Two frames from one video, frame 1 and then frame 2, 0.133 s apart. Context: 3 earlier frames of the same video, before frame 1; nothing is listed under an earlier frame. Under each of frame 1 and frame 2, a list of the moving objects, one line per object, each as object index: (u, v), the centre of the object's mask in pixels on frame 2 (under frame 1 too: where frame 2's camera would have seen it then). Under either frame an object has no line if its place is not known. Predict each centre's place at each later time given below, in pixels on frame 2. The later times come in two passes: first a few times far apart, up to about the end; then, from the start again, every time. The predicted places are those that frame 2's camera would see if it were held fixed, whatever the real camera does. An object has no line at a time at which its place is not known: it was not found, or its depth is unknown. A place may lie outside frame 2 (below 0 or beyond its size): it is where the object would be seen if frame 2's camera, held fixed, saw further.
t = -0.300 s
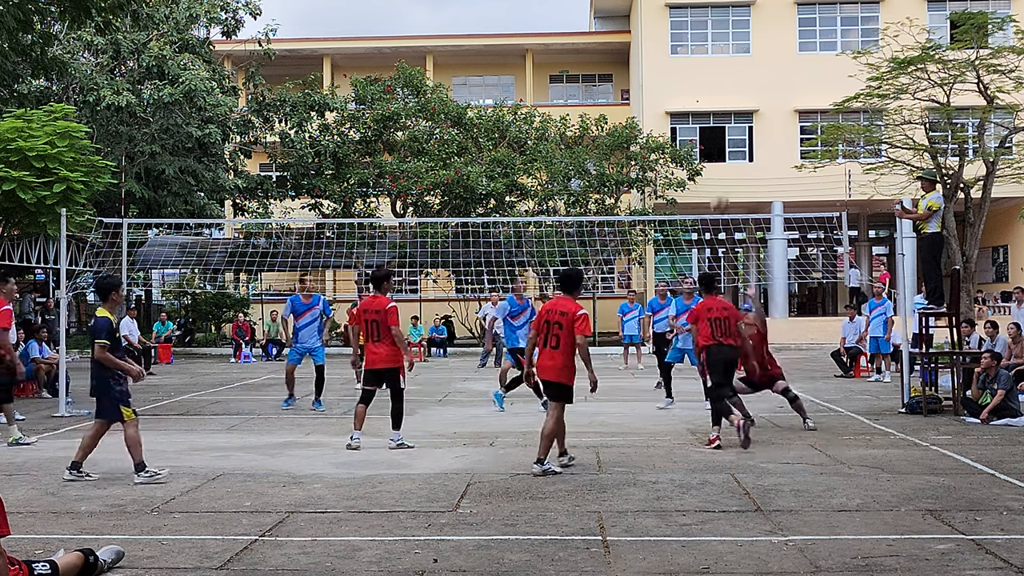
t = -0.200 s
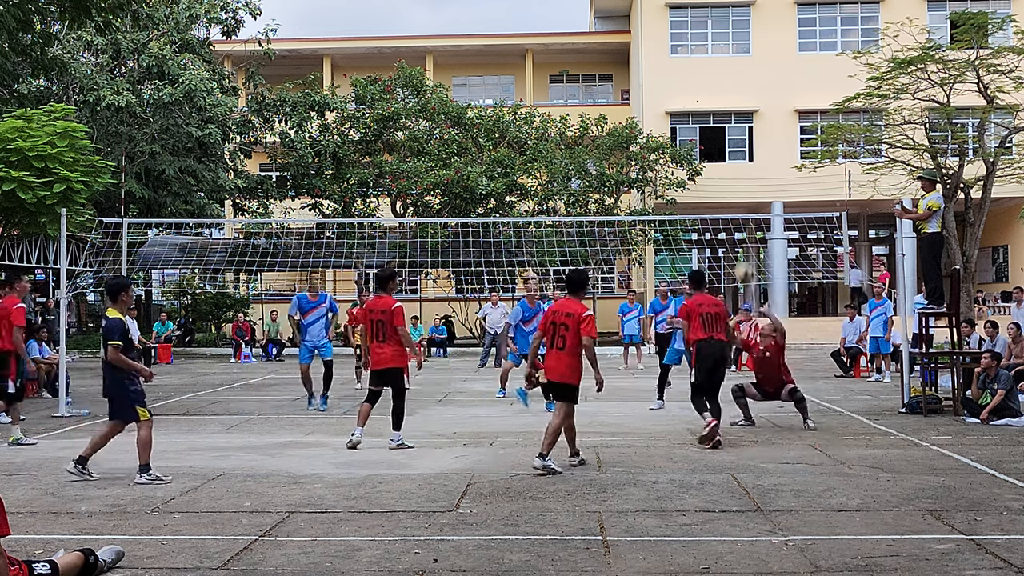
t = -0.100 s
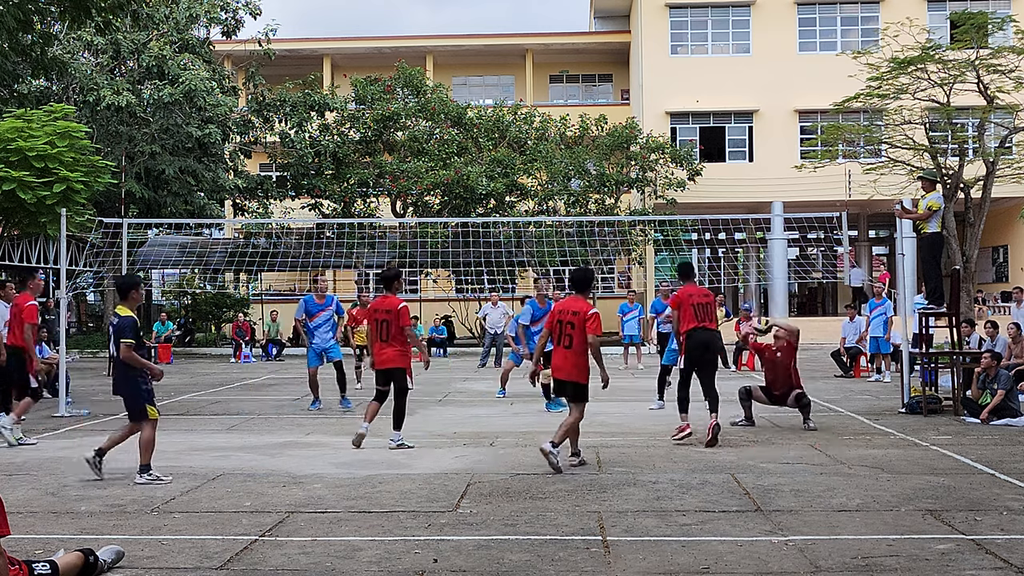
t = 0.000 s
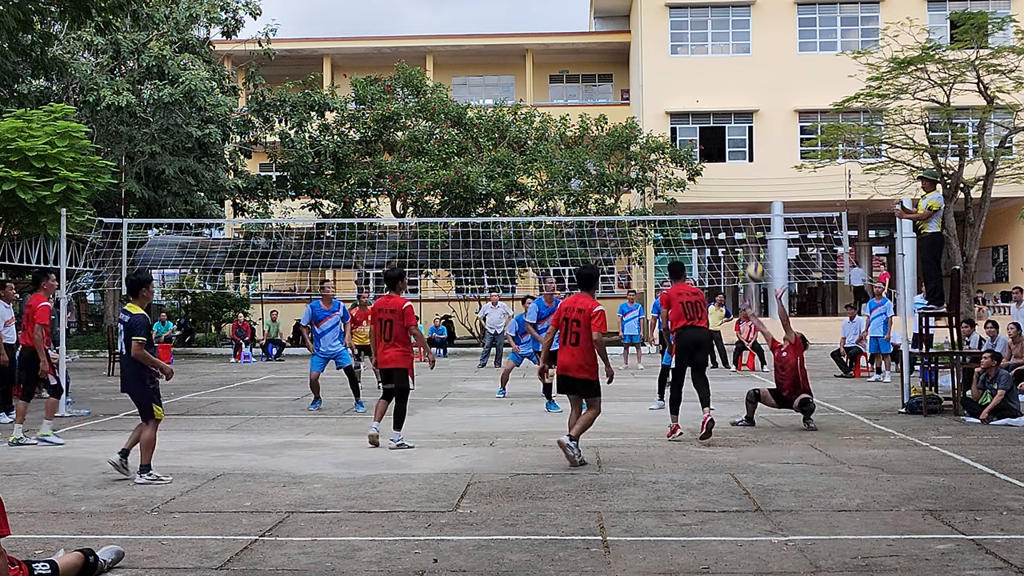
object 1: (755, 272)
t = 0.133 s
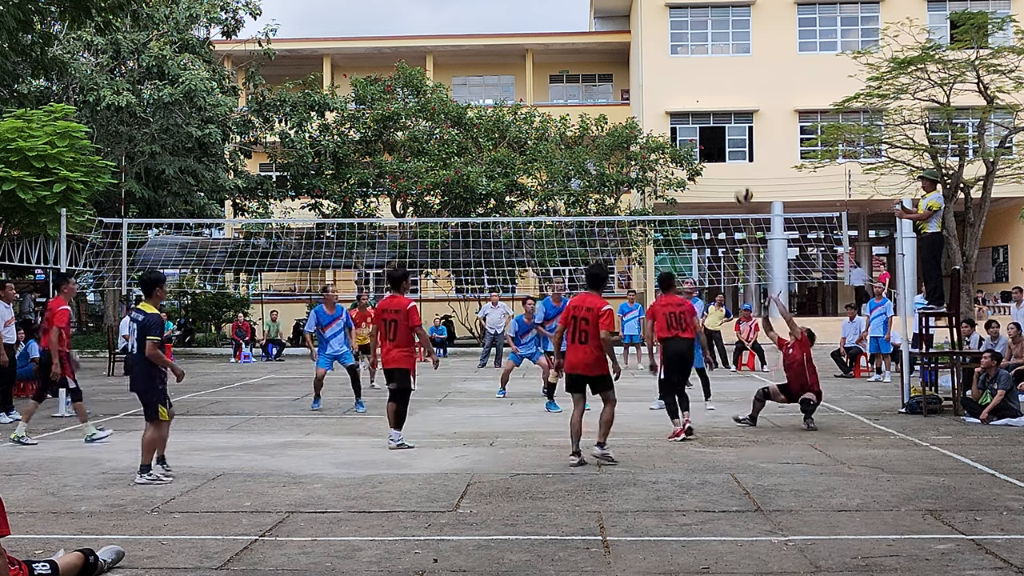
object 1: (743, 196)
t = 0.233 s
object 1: (734, 149)
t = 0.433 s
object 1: (717, 85)
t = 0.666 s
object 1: (699, 55)
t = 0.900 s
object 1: (683, 72)
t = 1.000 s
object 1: (676, 93)
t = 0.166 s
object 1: (740, 179)
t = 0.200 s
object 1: (737, 162)
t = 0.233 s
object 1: (734, 149)
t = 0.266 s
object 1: (730, 135)
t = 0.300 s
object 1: (728, 122)
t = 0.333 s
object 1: (725, 112)
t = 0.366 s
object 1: (722, 101)
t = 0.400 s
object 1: (720, 92)
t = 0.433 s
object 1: (717, 85)
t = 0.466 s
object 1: (714, 77)
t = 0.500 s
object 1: (712, 71)
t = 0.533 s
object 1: (710, 66)
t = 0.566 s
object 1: (707, 62)
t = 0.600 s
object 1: (704, 59)
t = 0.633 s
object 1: (701, 56)
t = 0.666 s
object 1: (699, 55)
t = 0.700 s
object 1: (697, 55)
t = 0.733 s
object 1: (694, 56)
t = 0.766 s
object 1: (692, 58)
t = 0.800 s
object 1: (690, 59)
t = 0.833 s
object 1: (687, 63)
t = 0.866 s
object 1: (685, 67)
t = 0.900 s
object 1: (683, 72)
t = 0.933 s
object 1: (680, 78)
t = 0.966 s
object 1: (678, 85)
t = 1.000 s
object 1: (676, 93)
